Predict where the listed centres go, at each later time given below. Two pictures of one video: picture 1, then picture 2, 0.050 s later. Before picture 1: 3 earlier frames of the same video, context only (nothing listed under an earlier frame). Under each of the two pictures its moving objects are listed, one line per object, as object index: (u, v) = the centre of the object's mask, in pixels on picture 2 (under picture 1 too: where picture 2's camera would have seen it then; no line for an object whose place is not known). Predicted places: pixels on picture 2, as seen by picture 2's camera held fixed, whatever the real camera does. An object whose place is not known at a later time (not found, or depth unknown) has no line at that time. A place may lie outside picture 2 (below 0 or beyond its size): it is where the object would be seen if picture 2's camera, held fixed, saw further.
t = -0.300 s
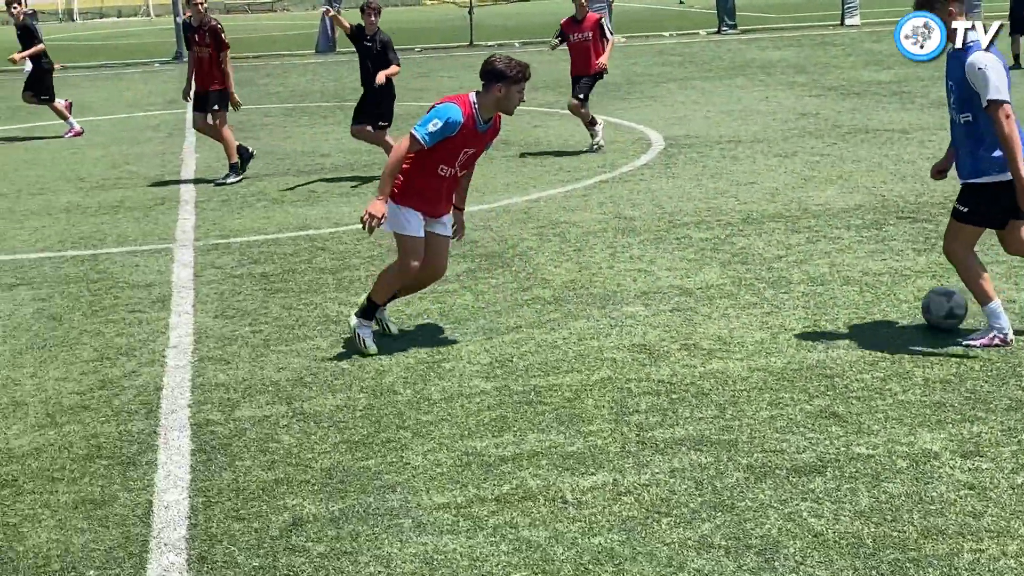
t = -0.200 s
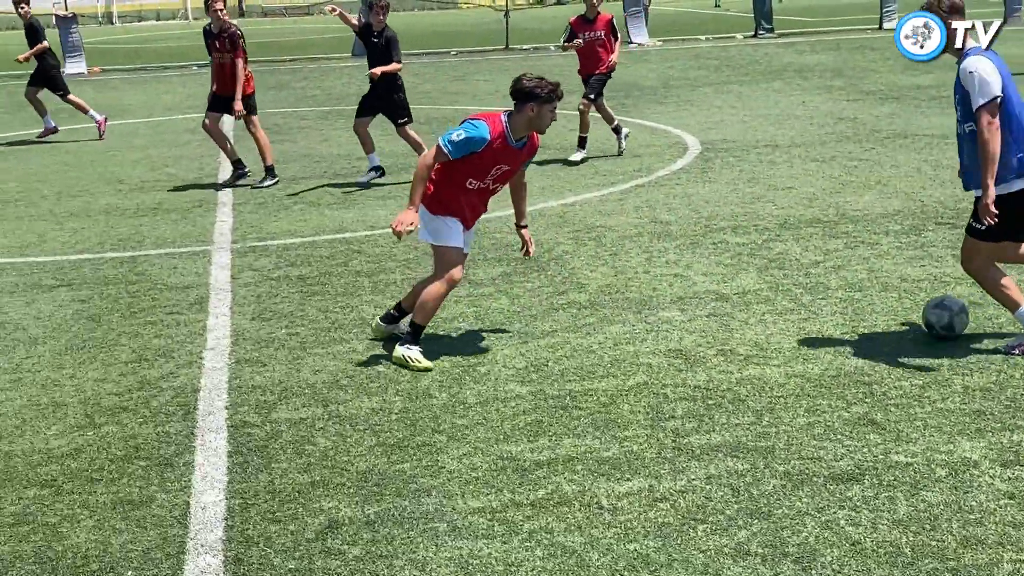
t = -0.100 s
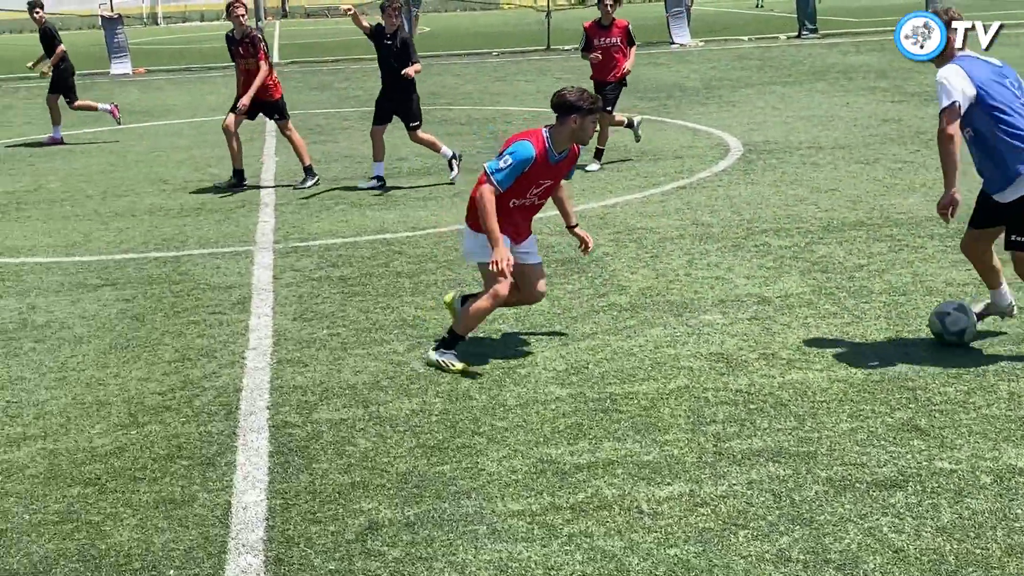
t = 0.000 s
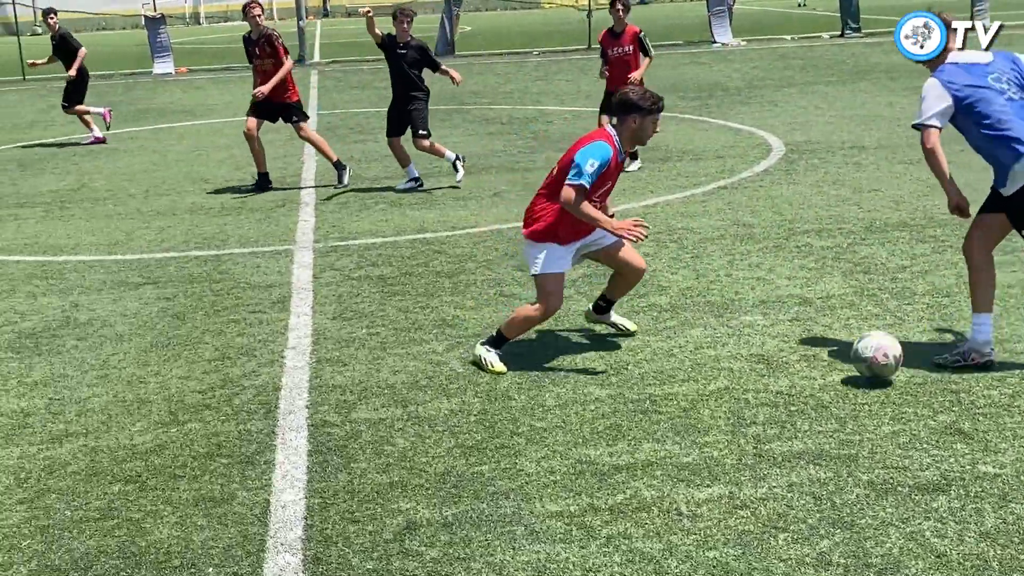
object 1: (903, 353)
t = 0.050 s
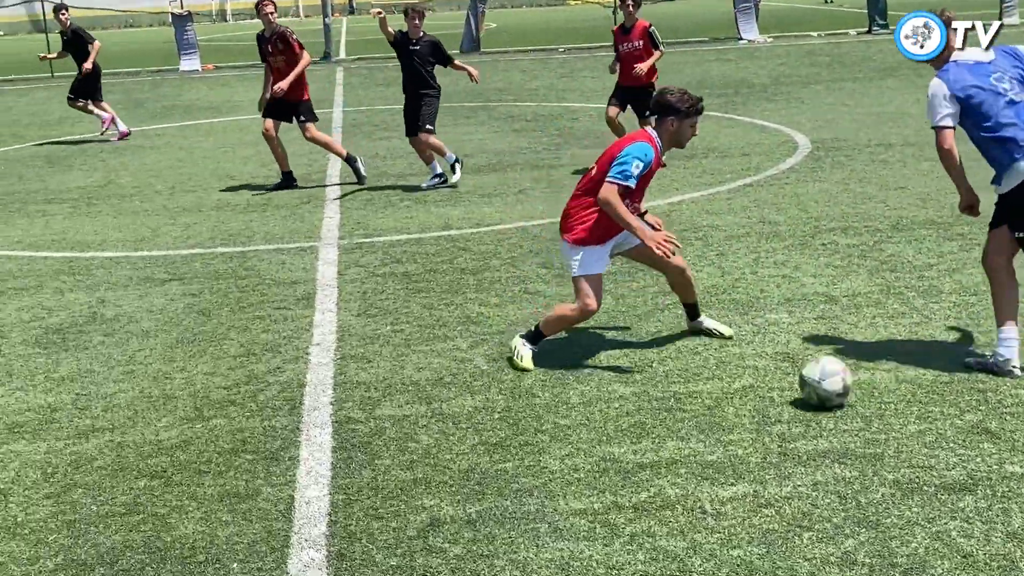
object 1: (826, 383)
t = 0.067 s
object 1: (801, 388)
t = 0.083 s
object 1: (775, 393)
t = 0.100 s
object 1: (750, 399)
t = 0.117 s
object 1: (724, 406)
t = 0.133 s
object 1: (698, 414)
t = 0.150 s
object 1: (670, 422)
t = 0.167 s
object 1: (642, 432)
